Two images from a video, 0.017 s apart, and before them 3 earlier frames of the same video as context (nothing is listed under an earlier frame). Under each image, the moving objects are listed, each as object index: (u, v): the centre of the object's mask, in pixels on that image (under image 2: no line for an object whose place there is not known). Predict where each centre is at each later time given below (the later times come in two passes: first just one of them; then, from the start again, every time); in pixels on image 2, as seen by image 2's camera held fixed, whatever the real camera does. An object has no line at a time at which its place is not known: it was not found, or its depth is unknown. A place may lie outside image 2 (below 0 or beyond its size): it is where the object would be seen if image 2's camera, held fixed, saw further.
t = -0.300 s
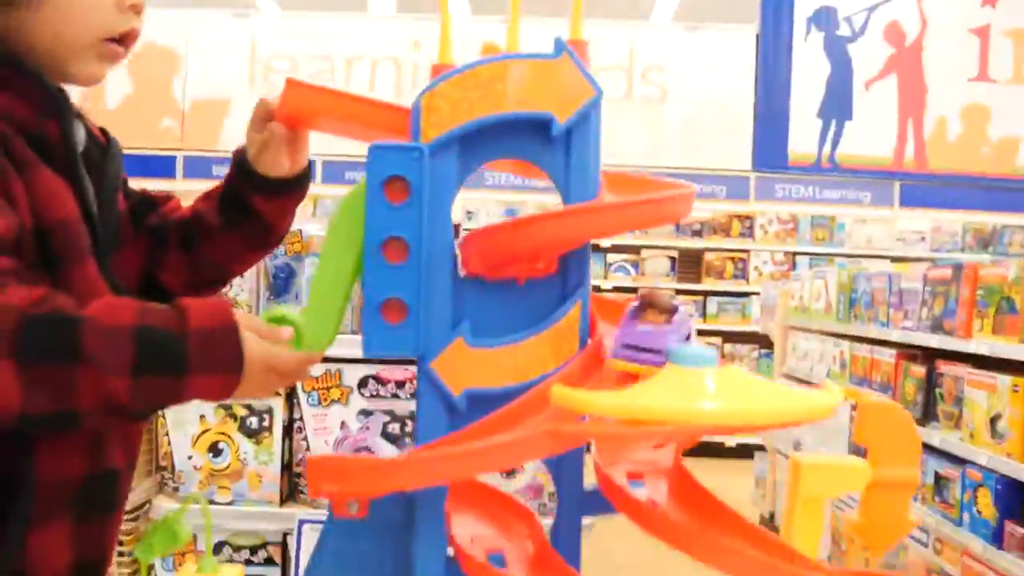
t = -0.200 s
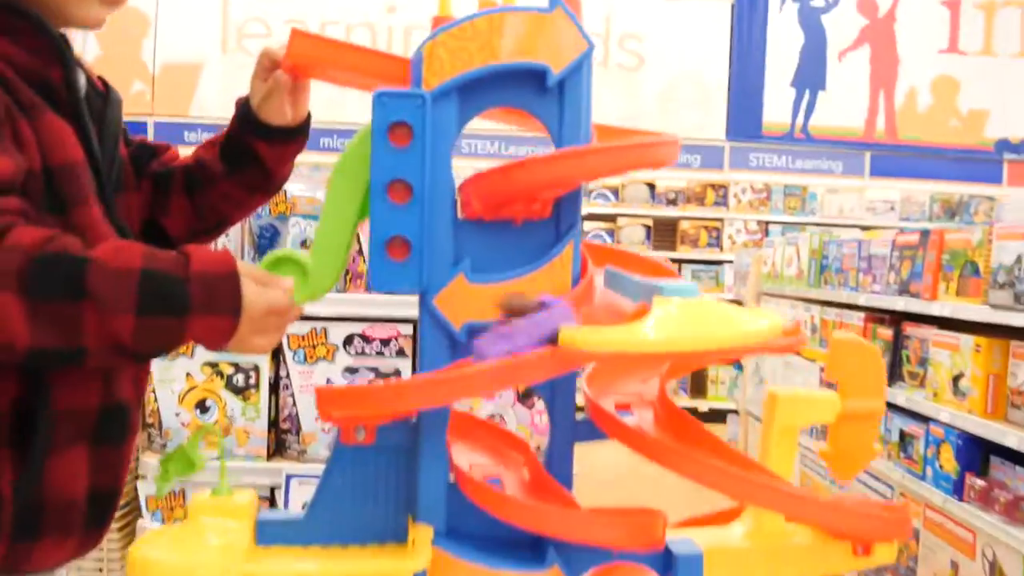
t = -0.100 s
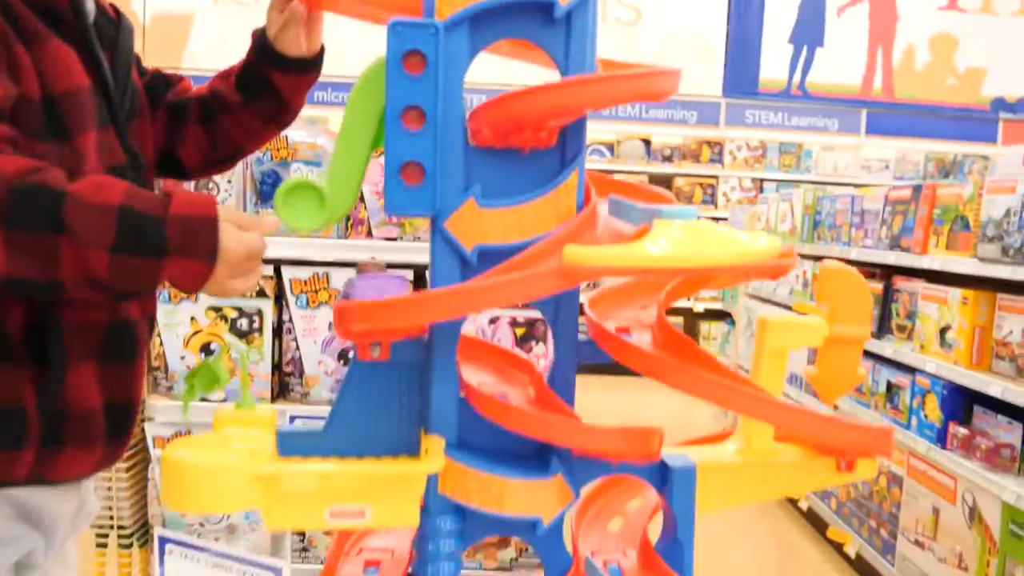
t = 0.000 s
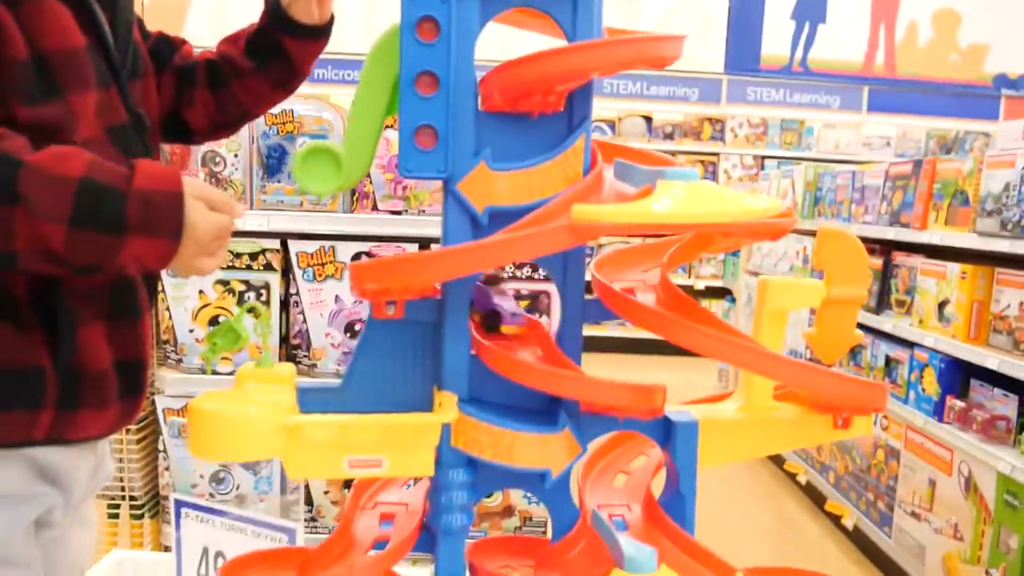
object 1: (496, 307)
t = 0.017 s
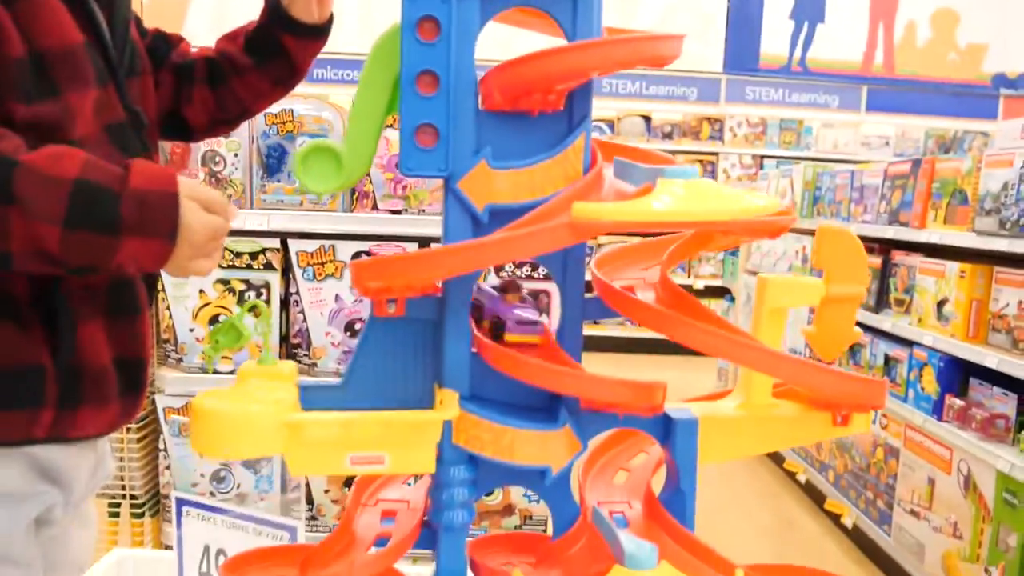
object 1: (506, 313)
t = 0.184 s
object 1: (630, 363)
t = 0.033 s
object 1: (519, 322)
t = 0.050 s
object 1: (527, 329)
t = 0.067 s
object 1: (543, 336)
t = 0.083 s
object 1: (562, 346)
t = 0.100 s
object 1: (583, 351)
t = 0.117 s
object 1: (602, 355)
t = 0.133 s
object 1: (618, 359)
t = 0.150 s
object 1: (630, 360)
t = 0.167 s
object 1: (636, 362)
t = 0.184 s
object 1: (630, 363)
